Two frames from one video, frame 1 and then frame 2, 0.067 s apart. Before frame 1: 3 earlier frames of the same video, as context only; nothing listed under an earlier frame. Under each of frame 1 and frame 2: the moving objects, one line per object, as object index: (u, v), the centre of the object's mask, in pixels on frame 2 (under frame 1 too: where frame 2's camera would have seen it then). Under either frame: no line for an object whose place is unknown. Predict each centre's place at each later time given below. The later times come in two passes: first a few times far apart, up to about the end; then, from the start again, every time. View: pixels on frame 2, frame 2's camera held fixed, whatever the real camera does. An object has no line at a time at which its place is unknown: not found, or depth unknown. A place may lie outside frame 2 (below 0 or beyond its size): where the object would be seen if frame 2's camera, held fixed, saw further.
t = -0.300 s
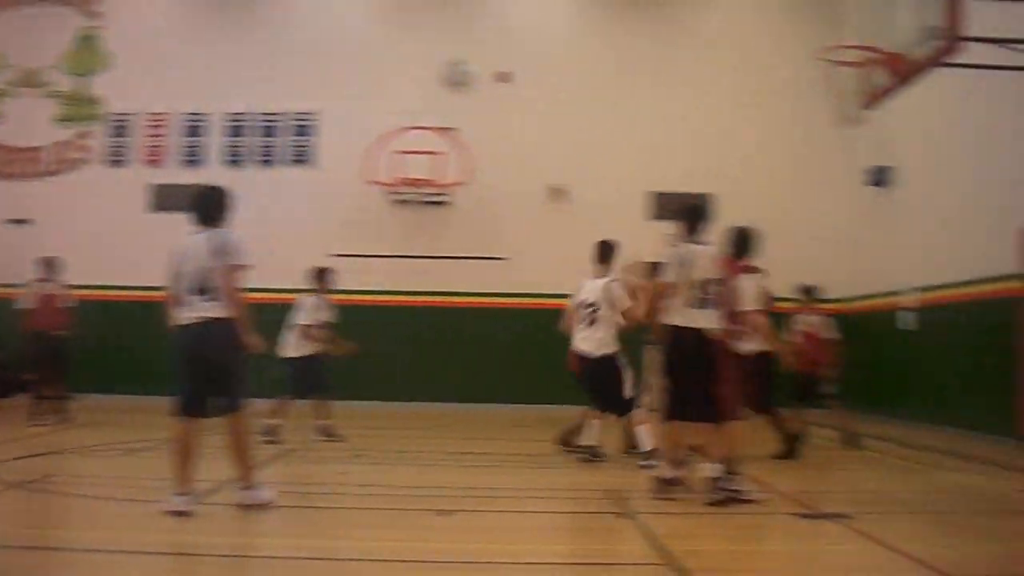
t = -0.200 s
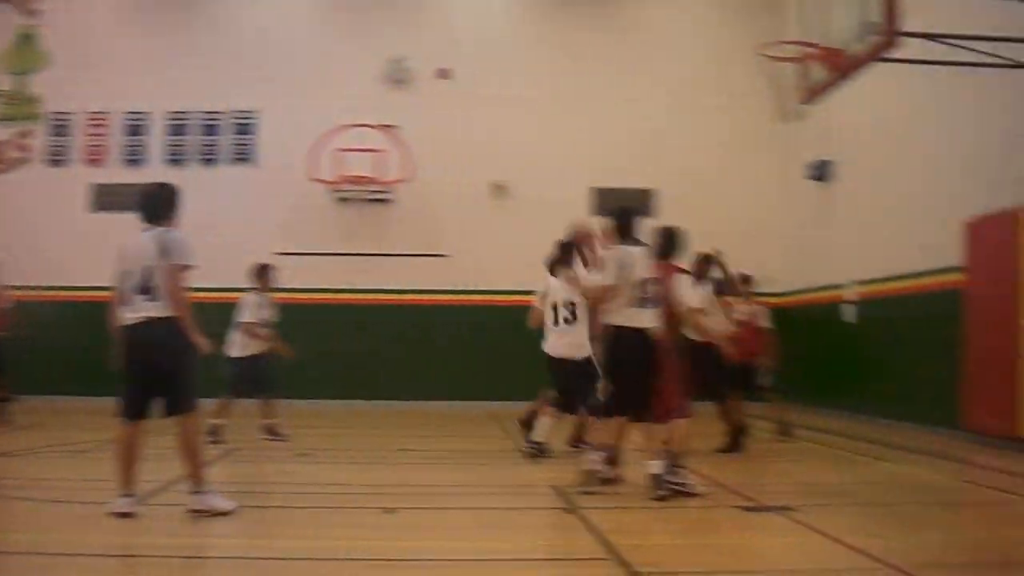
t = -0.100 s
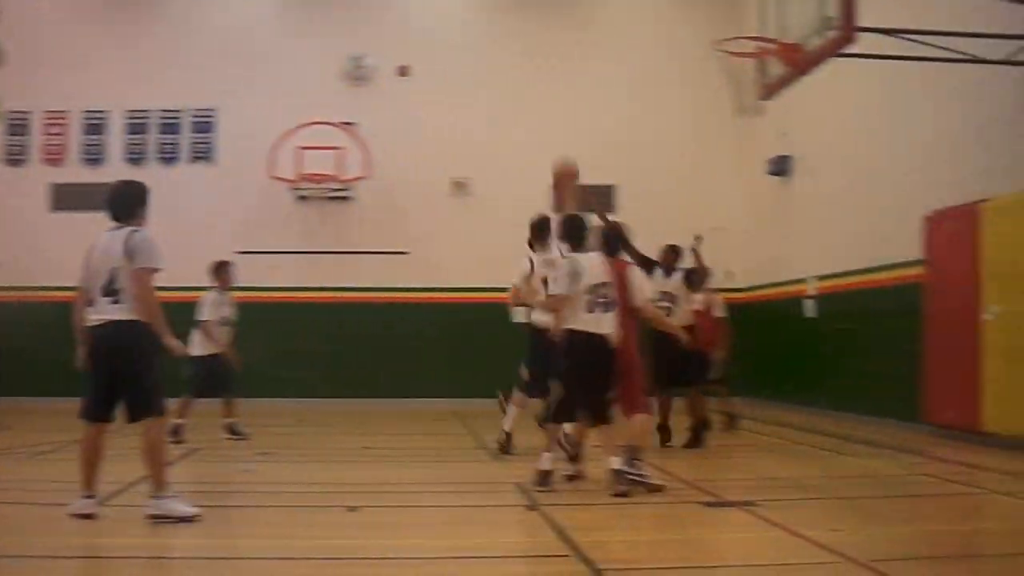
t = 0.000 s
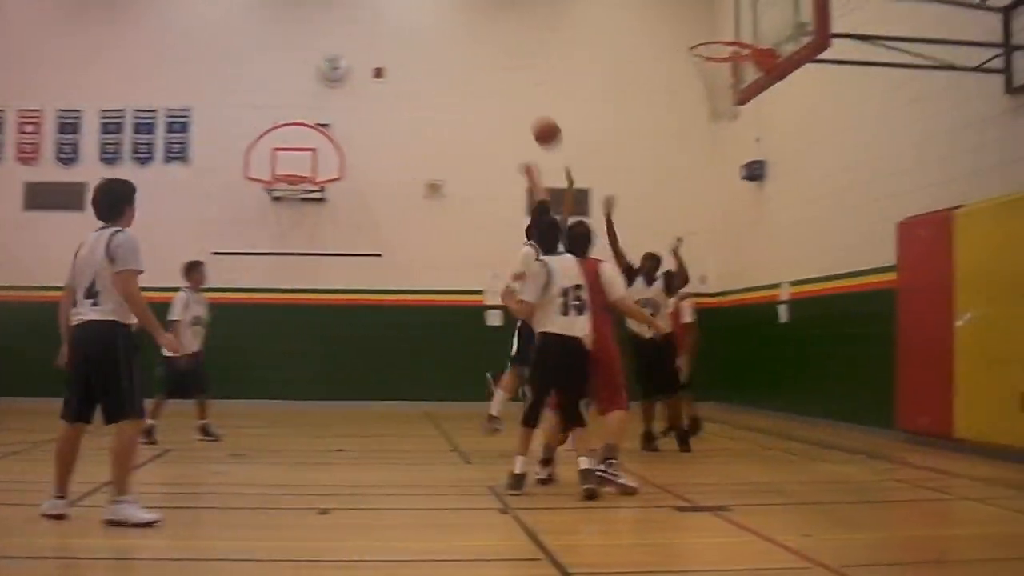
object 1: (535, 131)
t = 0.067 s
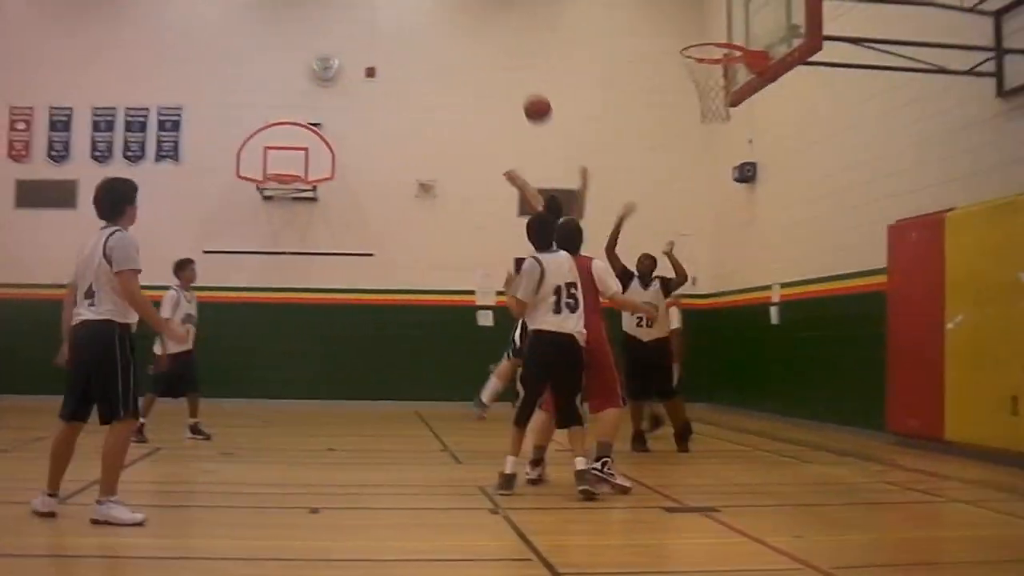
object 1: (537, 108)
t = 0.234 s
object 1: (534, 71)
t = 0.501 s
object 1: (527, 74)
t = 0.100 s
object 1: (537, 98)
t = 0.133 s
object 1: (536, 89)
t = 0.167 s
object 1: (536, 82)
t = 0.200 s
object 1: (535, 76)
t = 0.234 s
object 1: (534, 71)
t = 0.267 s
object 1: (534, 67)
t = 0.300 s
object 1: (533, 64)
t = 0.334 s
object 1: (532, 63)
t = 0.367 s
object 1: (531, 62)
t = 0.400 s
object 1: (531, 64)
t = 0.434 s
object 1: (530, 66)
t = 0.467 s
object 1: (529, 70)
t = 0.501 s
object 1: (527, 74)
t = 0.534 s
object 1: (527, 80)
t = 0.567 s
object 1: (526, 87)
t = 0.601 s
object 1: (525, 96)
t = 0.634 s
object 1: (525, 107)
